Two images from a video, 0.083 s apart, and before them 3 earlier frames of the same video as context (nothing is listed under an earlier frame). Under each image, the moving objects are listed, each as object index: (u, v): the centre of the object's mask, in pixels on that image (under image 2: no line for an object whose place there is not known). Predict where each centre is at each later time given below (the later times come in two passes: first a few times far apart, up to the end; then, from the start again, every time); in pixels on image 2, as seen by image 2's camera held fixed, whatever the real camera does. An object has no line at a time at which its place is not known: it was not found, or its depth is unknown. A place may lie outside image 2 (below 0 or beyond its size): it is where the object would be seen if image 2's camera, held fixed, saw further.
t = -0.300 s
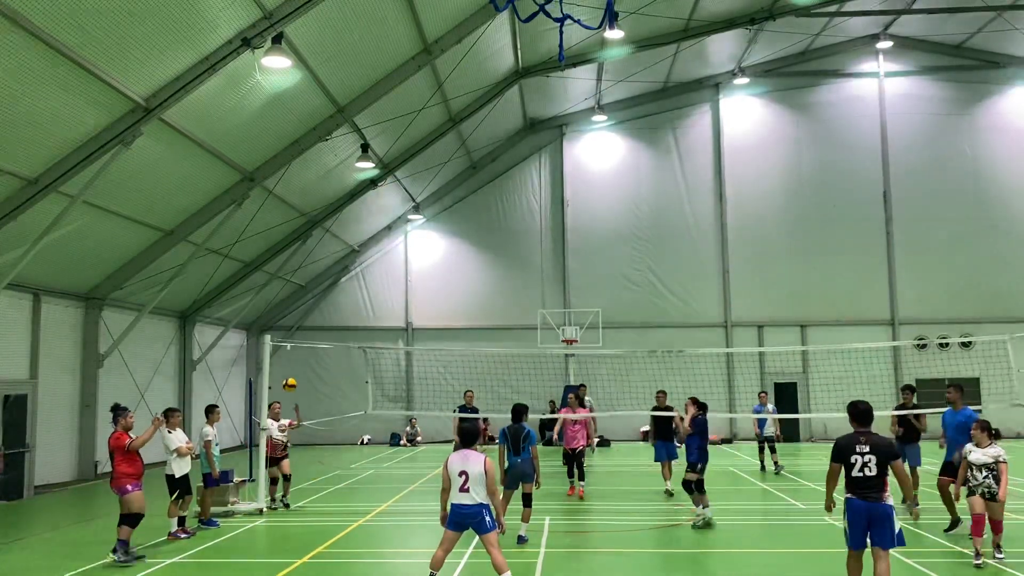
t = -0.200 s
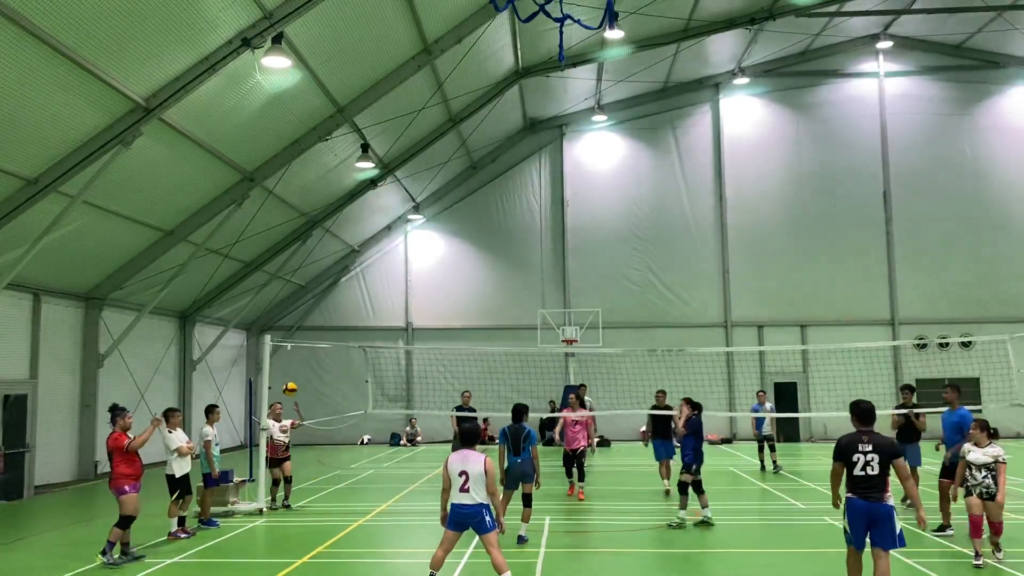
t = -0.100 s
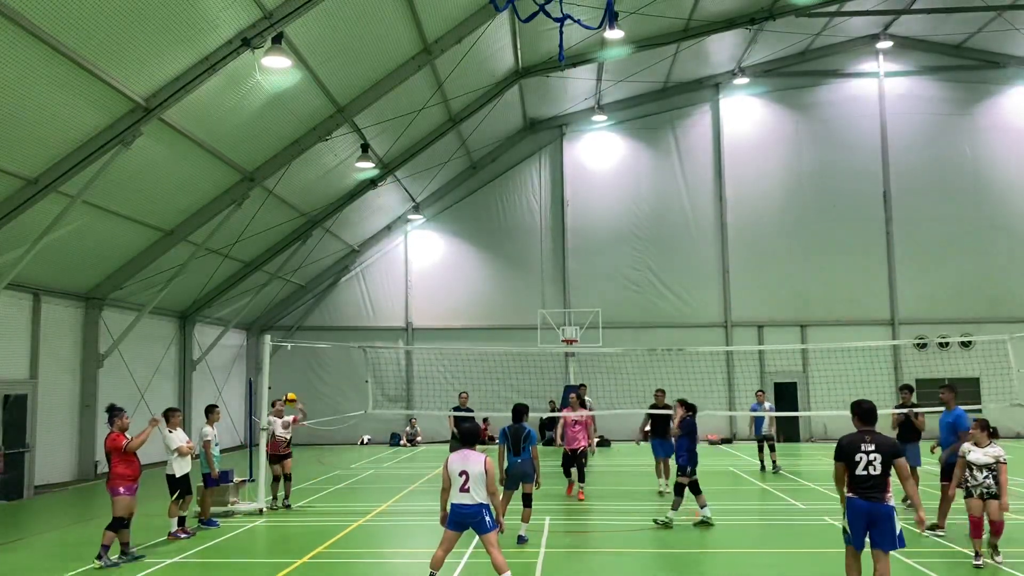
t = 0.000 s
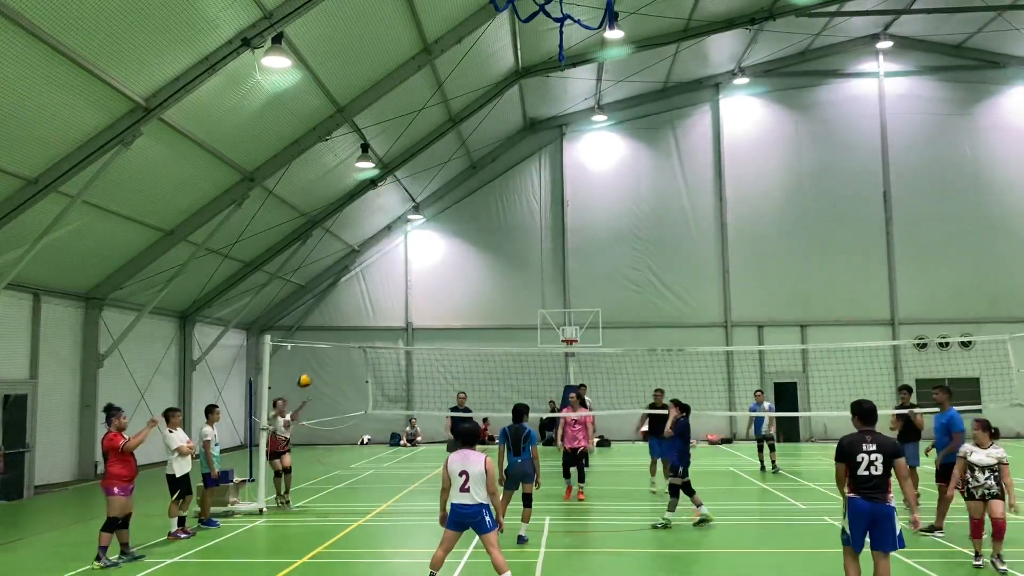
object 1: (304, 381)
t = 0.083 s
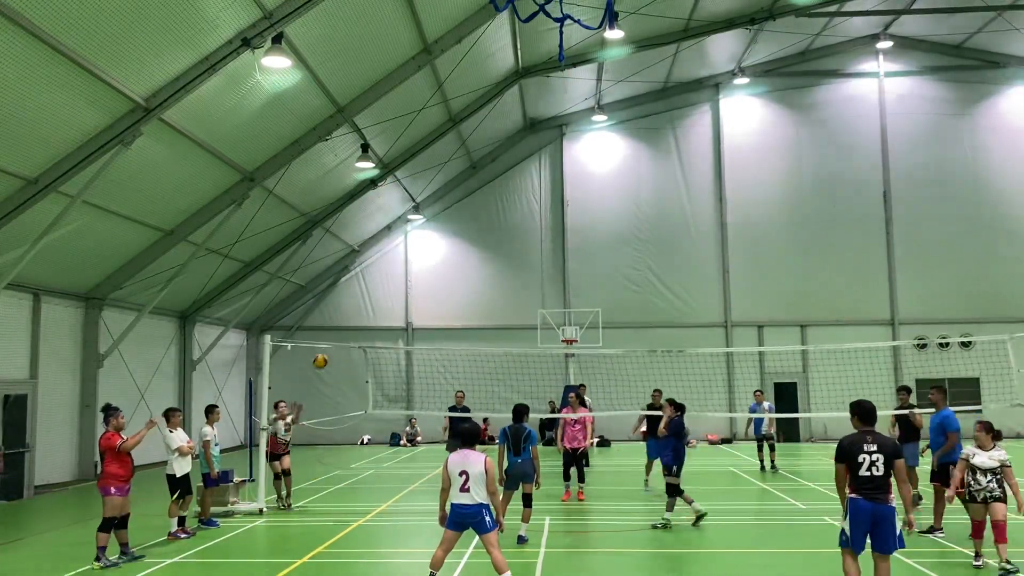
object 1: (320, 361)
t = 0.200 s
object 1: (345, 339)
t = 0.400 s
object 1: (391, 321)
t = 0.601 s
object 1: (444, 338)
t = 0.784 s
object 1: (500, 390)
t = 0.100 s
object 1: (324, 358)
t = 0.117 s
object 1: (327, 354)
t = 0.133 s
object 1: (330, 351)
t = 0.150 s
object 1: (334, 347)
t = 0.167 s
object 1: (338, 344)
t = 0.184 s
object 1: (341, 341)
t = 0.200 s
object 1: (345, 339)
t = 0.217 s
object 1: (348, 336)
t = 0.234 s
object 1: (352, 334)
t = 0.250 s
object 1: (355, 332)
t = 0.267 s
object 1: (359, 330)
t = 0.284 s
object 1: (363, 328)
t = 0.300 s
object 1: (367, 327)
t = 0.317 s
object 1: (371, 325)
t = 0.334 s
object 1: (375, 324)
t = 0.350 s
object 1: (379, 323)
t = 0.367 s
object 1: (383, 322)
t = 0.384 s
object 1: (387, 322)
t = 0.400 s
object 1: (391, 321)
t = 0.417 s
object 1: (395, 321)
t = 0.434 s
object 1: (399, 322)
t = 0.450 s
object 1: (403, 323)
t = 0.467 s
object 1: (407, 324)
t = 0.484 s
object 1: (412, 324)
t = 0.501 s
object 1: (417, 325)
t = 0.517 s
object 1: (421, 327)
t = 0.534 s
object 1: (426, 329)
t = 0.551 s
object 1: (430, 331)
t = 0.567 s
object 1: (435, 333)
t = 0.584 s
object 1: (439, 336)
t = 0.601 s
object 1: (444, 338)
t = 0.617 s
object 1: (449, 342)
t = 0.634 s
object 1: (453, 345)
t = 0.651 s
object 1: (459, 349)
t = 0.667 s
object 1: (463, 353)
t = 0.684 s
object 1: (468, 357)
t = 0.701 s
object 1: (473, 361)
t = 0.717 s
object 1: (479, 367)
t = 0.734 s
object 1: (484, 371)
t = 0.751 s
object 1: (489, 378)
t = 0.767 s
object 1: (495, 384)
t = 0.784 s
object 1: (500, 390)
